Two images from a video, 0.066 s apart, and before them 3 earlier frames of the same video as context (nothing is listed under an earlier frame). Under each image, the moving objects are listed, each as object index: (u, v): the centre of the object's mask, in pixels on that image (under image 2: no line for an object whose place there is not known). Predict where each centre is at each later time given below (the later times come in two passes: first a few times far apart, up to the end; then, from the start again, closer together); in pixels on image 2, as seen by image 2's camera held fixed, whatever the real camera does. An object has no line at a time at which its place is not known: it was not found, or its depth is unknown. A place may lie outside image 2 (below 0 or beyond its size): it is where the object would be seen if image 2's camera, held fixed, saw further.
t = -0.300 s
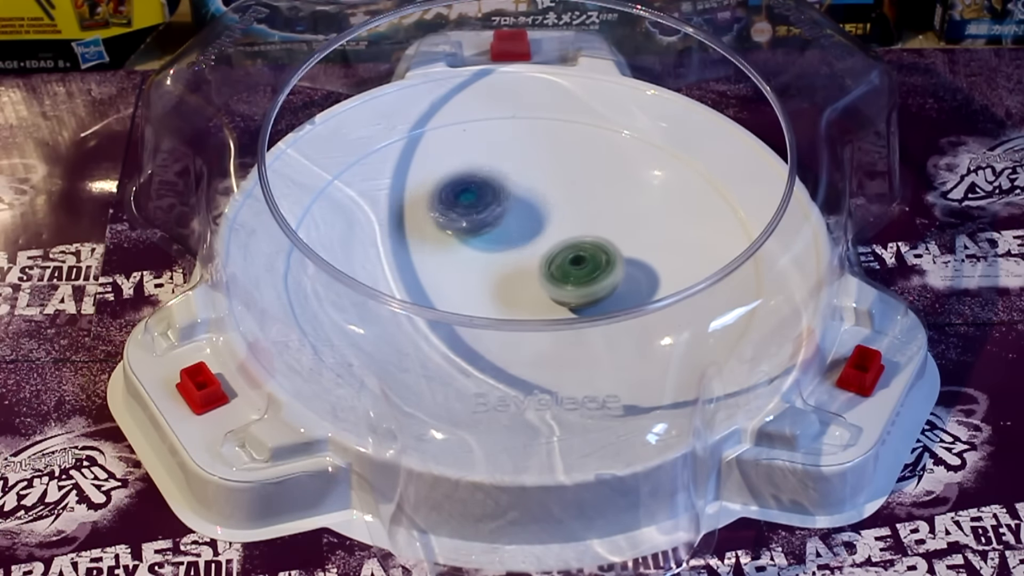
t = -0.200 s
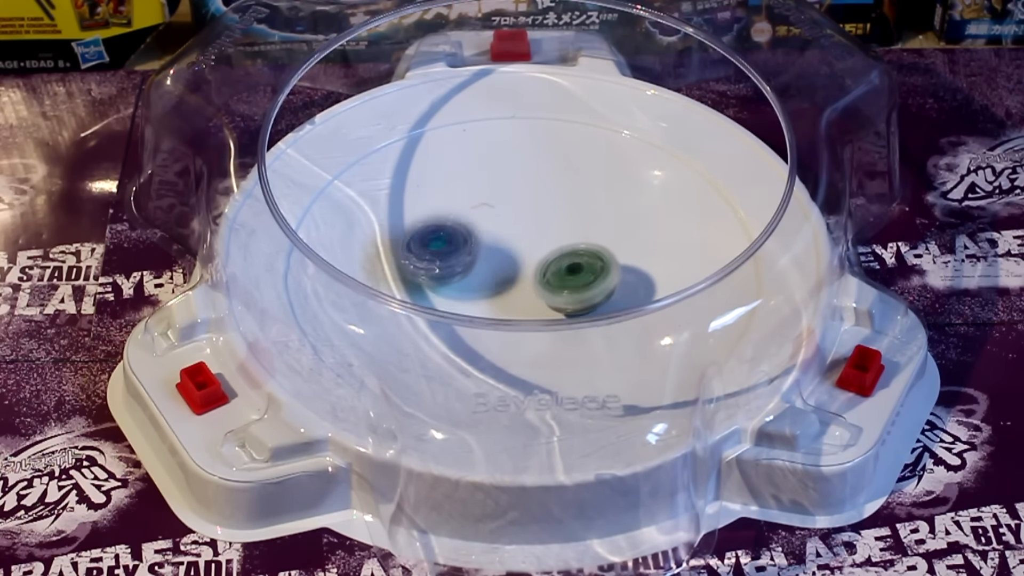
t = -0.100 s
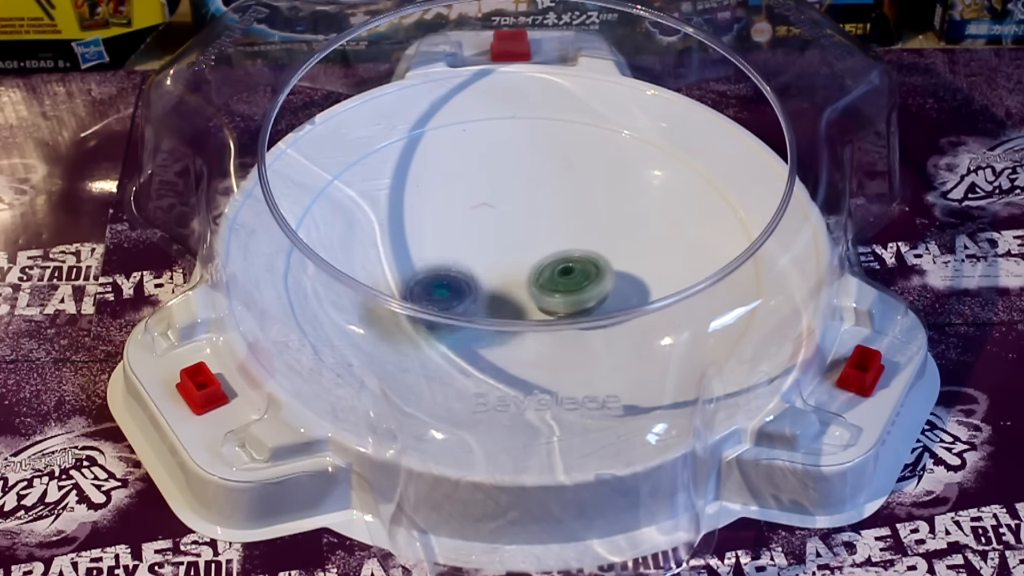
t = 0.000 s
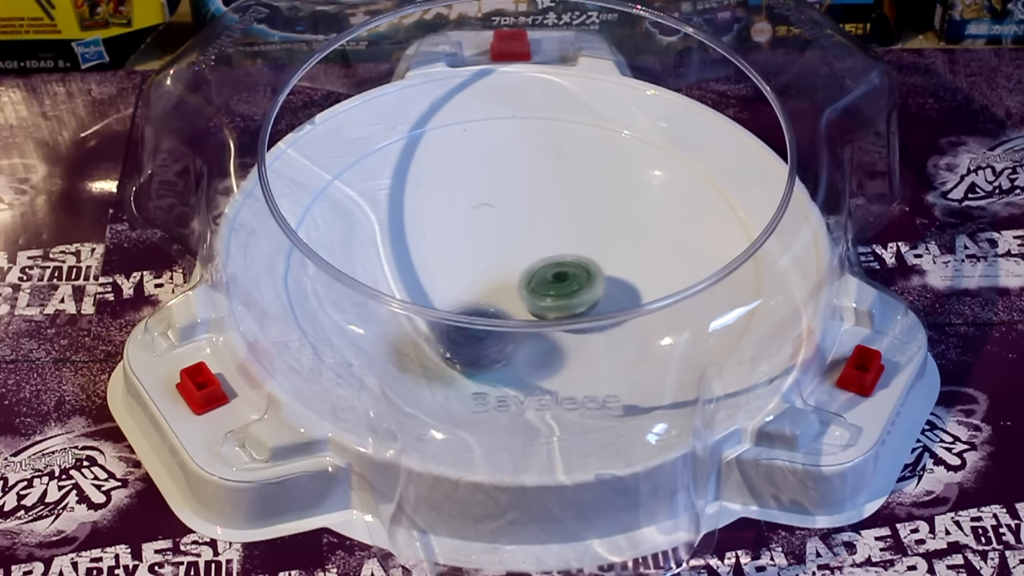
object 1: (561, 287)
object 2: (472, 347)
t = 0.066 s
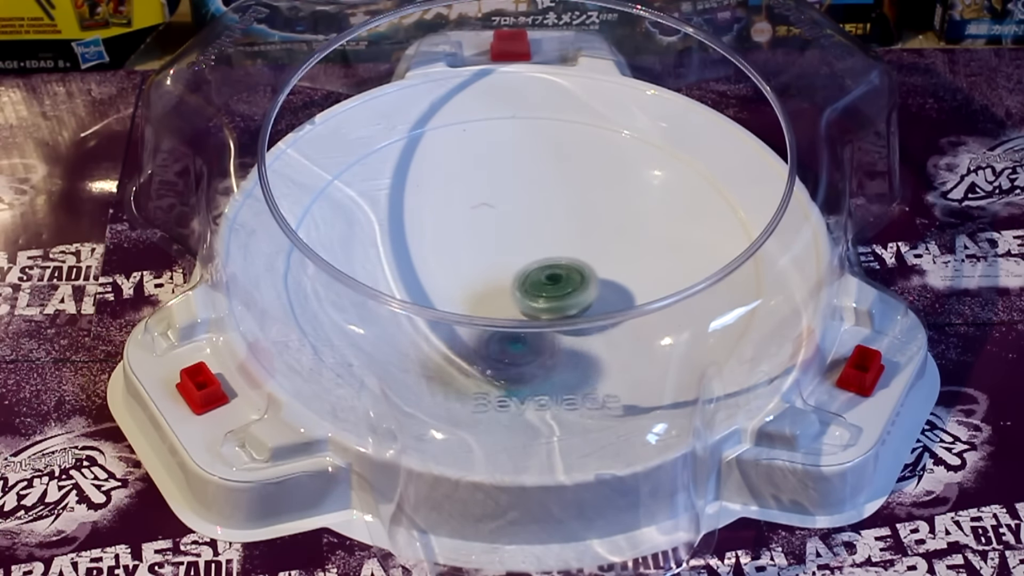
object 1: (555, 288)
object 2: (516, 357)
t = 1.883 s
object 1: (520, 254)
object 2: (588, 129)
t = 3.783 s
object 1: (635, 234)
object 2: (514, 212)
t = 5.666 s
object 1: (649, 212)
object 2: (415, 253)
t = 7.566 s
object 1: (536, 199)
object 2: (505, 350)
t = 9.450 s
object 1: (552, 288)
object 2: (481, 281)
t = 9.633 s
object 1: (548, 284)
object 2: (478, 272)
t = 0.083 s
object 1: (553, 289)
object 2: (528, 359)
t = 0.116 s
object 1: (548, 289)
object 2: (551, 361)
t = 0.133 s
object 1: (547, 290)
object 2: (563, 360)
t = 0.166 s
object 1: (542, 290)
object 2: (588, 358)
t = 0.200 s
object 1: (539, 290)
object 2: (612, 353)
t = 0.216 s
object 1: (537, 290)
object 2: (624, 349)
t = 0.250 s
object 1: (533, 290)
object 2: (642, 341)
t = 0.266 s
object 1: (531, 290)
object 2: (651, 335)
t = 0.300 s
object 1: (527, 289)
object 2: (663, 319)
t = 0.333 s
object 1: (523, 288)
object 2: (670, 307)
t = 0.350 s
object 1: (521, 288)
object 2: (668, 291)
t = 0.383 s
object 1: (518, 287)
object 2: (666, 271)
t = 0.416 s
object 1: (513, 286)
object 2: (663, 260)
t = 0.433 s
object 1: (512, 285)
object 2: (659, 253)
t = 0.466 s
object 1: (509, 284)
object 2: (647, 238)
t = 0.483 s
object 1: (507, 283)
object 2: (639, 232)
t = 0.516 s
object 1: (504, 281)
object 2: (623, 220)
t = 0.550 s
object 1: (501, 279)
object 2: (603, 210)
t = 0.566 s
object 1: (500, 278)
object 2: (594, 206)
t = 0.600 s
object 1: (498, 276)
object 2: (572, 199)
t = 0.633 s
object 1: (496, 274)
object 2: (548, 193)
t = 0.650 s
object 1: (495, 273)
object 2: (536, 191)
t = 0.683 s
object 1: (494, 271)
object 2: (515, 190)
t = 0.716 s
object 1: (493, 269)
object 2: (492, 190)
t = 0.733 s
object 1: (493, 268)
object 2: (482, 190)
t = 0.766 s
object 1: (492, 265)
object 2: (459, 194)
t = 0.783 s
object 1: (492, 264)
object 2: (449, 196)
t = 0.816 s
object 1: (492, 262)
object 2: (428, 203)
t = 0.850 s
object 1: (493, 259)
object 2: (413, 210)
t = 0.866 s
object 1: (493, 258)
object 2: (405, 215)
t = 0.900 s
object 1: (494, 255)
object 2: (392, 226)
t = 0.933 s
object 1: (495, 253)
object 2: (382, 239)
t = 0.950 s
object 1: (497, 252)
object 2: (379, 246)
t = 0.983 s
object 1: (499, 249)
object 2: (378, 259)
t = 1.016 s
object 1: (501, 248)
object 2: (384, 270)
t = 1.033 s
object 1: (503, 247)
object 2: (384, 281)
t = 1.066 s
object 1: (505, 245)
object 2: (394, 297)
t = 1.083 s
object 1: (507, 244)
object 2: (398, 312)
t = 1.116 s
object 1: (510, 242)
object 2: (419, 322)
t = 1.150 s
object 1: (513, 241)
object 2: (445, 332)
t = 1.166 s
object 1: (515, 240)
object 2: (457, 335)
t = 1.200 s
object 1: (519, 239)
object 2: (481, 339)
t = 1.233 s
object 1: (523, 238)
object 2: (510, 339)
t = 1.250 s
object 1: (524, 238)
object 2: (525, 339)
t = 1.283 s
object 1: (528, 237)
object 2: (550, 335)
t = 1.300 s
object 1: (530, 237)
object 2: (560, 331)
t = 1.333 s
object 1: (534, 236)
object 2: (584, 317)
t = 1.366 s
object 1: (538, 236)
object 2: (602, 307)
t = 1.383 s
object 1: (540, 236)
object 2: (612, 300)
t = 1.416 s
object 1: (544, 236)
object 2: (626, 285)
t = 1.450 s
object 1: (548, 237)
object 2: (639, 275)
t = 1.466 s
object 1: (551, 237)
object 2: (643, 269)
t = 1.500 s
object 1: (554, 237)
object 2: (648, 254)
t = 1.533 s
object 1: (558, 238)
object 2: (651, 237)
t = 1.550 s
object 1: (558, 238)
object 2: (655, 230)
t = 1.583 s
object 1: (546, 237)
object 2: (667, 215)
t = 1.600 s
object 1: (541, 237)
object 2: (671, 209)
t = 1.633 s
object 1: (532, 236)
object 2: (674, 197)
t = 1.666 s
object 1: (527, 237)
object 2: (673, 182)
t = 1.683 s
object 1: (526, 238)
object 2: (672, 176)
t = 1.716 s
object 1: (524, 240)
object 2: (666, 162)
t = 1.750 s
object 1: (523, 242)
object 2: (657, 150)
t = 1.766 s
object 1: (523, 244)
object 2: (651, 145)
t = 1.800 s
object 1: (522, 247)
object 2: (637, 136)
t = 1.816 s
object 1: (522, 248)
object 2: (628, 133)
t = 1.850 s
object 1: (521, 251)
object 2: (608, 129)
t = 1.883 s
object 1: (520, 254)
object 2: (588, 129)
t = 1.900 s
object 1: (520, 256)
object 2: (576, 131)
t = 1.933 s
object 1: (520, 259)
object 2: (557, 139)
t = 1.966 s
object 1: (520, 261)
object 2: (536, 148)
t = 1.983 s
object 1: (520, 263)
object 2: (526, 154)
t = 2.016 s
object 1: (520, 266)
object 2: (510, 168)
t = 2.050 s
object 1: (519, 268)
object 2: (496, 183)
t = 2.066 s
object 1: (520, 269)
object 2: (491, 192)
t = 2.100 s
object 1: (520, 271)
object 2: (482, 210)
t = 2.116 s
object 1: (522, 279)
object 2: (477, 212)
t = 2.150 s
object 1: (530, 291)
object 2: (465, 211)
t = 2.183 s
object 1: (538, 298)
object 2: (456, 215)
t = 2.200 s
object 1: (540, 312)
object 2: (452, 218)
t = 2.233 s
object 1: (543, 320)
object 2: (446, 228)
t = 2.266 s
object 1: (547, 331)
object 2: (441, 240)
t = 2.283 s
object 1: (548, 331)
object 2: (438, 248)
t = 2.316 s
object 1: (551, 331)
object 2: (438, 263)
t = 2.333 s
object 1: (552, 332)
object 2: (439, 270)
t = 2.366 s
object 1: (554, 334)
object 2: (446, 283)
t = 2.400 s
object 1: (556, 335)
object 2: (459, 291)
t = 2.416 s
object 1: (557, 336)
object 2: (463, 301)
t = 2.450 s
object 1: (569, 340)
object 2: (465, 305)
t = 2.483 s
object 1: (586, 350)
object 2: (465, 305)
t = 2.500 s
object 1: (591, 350)
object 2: (465, 306)
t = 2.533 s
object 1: (597, 350)
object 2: (470, 307)
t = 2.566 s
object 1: (602, 350)
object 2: (478, 308)
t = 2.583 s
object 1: (603, 350)
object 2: (487, 300)
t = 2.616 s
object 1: (604, 349)
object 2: (500, 300)
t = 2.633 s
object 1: (605, 349)
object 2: (506, 299)
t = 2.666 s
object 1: (606, 348)
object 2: (517, 295)
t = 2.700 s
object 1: (608, 347)
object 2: (525, 288)
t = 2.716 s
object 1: (608, 347)
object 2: (528, 284)
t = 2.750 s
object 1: (608, 346)
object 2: (530, 272)
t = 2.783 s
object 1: (607, 344)
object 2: (529, 260)
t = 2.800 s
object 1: (607, 344)
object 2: (526, 254)
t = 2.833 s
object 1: (603, 335)
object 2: (521, 244)
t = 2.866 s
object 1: (601, 331)
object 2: (513, 234)
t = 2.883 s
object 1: (599, 329)
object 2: (507, 230)
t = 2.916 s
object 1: (596, 327)
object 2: (494, 223)
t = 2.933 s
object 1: (593, 316)
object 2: (487, 220)
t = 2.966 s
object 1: (591, 315)
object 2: (473, 218)
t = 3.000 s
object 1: (586, 309)
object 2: (459, 219)
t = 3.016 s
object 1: (583, 306)
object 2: (453, 222)
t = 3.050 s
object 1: (577, 296)
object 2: (447, 228)
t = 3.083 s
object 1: (573, 293)
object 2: (444, 238)
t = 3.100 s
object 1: (571, 292)
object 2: (445, 243)
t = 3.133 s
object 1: (568, 288)
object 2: (453, 253)
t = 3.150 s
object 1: (566, 286)
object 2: (459, 258)
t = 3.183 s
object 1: (565, 283)
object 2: (470, 263)
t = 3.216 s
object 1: (583, 284)
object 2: (464, 260)
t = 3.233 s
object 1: (592, 283)
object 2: (461, 258)
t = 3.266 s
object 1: (606, 281)
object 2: (451, 254)
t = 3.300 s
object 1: (615, 278)
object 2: (443, 252)
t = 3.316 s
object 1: (618, 277)
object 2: (439, 251)
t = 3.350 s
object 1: (621, 275)
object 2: (434, 250)
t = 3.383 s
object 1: (623, 271)
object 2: (433, 251)
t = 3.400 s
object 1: (623, 268)
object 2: (433, 252)
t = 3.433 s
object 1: (624, 264)
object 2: (434, 253)
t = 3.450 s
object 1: (625, 261)
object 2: (436, 254)
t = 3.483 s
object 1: (625, 256)
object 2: (443, 256)
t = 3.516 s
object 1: (625, 252)
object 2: (451, 257)
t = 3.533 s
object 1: (625, 250)
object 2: (456, 257)
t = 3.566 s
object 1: (626, 246)
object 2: (469, 257)
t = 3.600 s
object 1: (625, 242)
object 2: (482, 254)
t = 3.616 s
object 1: (625, 240)
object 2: (488, 253)
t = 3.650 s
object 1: (624, 237)
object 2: (500, 247)
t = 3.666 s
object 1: (624, 236)
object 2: (506, 245)
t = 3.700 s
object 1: (621, 234)
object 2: (517, 237)
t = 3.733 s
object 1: (620, 233)
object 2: (525, 230)
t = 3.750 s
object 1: (624, 233)
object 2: (525, 224)
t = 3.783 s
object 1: (635, 234)
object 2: (514, 212)
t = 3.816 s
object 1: (640, 235)
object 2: (504, 203)
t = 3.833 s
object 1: (641, 235)
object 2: (497, 200)
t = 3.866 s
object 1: (643, 235)
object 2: (484, 196)
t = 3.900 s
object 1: (644, 235)
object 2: (471, 194)
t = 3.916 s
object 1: (644, 235)
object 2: (464, 195)
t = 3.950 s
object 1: (643, 236)
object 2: (452, 199)
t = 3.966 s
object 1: (643, 236)
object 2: (448, 203)
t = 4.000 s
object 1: (641, 237)
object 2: (444, 212)
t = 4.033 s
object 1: (640, 238)
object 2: (445, 223)
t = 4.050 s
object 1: (639, 239)
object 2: (448, 230)
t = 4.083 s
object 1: (636, 241)
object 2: (457, 240)
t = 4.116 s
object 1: (633, 243)
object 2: (470, 249)
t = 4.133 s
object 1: (631, 245)
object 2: (475, 253)
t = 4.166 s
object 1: (626, 247)
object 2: (491, 259)
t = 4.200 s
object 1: (621, 250)
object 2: (508, 265)
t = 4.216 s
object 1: (619, 252)
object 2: (515, 267)
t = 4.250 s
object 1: (624, 253)
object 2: (520, 268)
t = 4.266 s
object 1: (631, 253)
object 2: (517, 270)
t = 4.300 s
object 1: (641, 254)
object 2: (516, 273)
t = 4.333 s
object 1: (644, 255)
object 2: (515, 276)
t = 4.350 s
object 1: (644, 256)
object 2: (516, 277)
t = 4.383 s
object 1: (641, 257)
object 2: (519, 278)
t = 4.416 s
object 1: (637, 258)
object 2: (522, 280)
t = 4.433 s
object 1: (635, 259)
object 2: (524, 281)
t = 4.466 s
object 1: (630, 260)
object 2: (528, 281)
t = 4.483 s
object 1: (627, 260)
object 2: (529, 281)
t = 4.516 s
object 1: (627, 260)
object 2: (527, 281)
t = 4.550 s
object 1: (627, 260)
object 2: (521, 280)
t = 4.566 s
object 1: (626, 260)
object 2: (518, 280)
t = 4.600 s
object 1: (622, 261)
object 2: (514, 281)
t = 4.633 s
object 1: (618, 261)
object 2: (510, 282)
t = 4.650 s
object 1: (615, 261)
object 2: (509, 282)
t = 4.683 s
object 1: (609, 262)
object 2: (507, 283)
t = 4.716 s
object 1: (603, 261)
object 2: (505, 283)
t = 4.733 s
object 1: (600, 261)
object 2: (504, 283)
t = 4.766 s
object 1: (596, 261)
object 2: (500, 283)
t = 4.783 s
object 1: (603, 260)
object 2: (491, 281)
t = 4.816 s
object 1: (618, 257)
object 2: (470, 282)
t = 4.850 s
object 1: (628, 255)
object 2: (450, 283)
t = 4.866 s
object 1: (631, 254)
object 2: (447, 284)
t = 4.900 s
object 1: (632, 253)
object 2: (436, 284)
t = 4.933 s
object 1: (631, 251)
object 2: (426, 285)
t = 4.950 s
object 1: (630, 250)
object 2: (423, 285)
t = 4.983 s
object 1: (628, 248)
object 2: (412, 292)
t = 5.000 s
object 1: (626, 247)
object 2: (408, 295)
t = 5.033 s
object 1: (623, 245)
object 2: (405, 301)
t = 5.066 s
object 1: (621, 243)
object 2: (408, 302)
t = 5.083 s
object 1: (619, 242)
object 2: (413, 303)
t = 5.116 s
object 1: (616, 241)
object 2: (420, 307)
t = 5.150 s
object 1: (612, 240)
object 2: (435, 306)
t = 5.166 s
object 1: (610, 240)
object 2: (440, 305)
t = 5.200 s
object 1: (606, 239)
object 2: (455, 295)
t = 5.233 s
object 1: (602, 238)
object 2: (467, 292)
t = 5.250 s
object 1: (599, 238)
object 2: (473, 290)
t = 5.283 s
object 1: (595, 238)
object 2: (483, 286)
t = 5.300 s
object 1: (593, 237)
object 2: (487, 284)
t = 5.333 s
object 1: (589, 237)
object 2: (498, 277)
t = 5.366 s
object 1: (587, 237)
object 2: (501, 270)
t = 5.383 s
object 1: (601, 233)
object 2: (491, 269)
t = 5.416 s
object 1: (626, 226)
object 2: (469, 265)
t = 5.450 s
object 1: (641, 222)
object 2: (451, 261)
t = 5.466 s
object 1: (647, 220)
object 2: (446, 259)
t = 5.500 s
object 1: (653, 218)
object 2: (433, 254)
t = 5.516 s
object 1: (654, 218)
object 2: (429, 253)
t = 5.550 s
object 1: (654, 216)
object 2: (421, 252)
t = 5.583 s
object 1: (653, 214)
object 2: (415, 251)
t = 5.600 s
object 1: (653, 213)
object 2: (414, 251)
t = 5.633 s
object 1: (651, 212)
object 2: (413, 252)
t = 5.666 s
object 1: (649, 212)
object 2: (415, 253)
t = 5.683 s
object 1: (648, 212)
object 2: (416, 254)
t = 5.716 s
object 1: (645, 213)
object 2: (422, 254)
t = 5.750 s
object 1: (642, 214)
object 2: (431, 255)
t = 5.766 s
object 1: (641, 214)
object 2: (434, 256)
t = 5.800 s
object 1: (638, 216)
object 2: (447, 256)
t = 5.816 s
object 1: (635, 216)
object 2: (454, 255)
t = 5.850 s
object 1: (631, 219)
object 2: (467, 254)
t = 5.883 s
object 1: (627, 222)
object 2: (478, 253)
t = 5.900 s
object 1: (624, 223)
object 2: (485, 251)
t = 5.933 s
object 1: (619, 226)
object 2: (498, 249)
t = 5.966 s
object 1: (613, 230)
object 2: (511, 248)
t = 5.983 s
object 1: (610, 231)
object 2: (515, 247)
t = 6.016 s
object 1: (617, 233)
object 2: (510, 242)
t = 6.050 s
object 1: (637, 237)
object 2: (495, 237)
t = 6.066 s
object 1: (643, 240)
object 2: (488, 236)
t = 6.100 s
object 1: (647, 244)
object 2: (478, 233)
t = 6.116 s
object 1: (647, 245)
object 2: (473, 232)
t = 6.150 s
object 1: (645, 248)
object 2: (463, 231)
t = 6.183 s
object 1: (643, 250)
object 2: (456, 232)
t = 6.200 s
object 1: (641, 251)
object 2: (452, 233)
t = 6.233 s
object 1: (638, 252)
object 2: (447, 236)
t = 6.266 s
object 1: (634, 255)
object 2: (445, 240)
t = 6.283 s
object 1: (631, 256)
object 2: (447, 242)
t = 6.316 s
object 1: (626, 258)
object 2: (451, 248)
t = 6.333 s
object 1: (623, 259)
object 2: (455, 251)
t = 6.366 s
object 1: (616, 260)
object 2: (463, 255)
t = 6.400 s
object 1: (610, 262)
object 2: (473, 259)
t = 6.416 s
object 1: (607, 262)
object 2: (478, 260)
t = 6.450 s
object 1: (599, 263)
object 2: (490, 262)
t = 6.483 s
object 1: (593, 263)
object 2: (500, 264)
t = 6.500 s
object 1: (596, 264)
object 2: (501, 264)
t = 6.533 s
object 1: (637, 271)
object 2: (462, 248)
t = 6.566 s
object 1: (666, 270)
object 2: (430, 236)
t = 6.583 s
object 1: (683, 275)
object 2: (419, 230)
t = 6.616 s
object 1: (701, 280)
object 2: (399, 220)
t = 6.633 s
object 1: (711, 288)
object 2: (390, 216)
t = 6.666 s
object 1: (713, 287)
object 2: (384, 211)
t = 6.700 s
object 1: (714, 287)
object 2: (383, 209)
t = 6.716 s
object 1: (714, 286)
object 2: (383, 208)
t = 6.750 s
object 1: (713, 287)
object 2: (383, 206)
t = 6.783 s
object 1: (710, 289)
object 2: (386, 206)
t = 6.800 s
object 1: (709, 290)
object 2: (389, 205)
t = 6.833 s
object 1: (700, 281)
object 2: (394, 204)
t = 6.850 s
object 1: (698, 282)
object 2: (397, 204)
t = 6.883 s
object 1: (693, 283)
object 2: (404, 205)
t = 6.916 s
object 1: (686, 281)
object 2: (410, 207)
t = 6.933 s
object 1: (683, 280)
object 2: (414, 209)
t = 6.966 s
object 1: (672, 275)
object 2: (420, 216)
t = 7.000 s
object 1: (665, 275)
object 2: (427, 219)
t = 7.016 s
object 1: (661, 275)
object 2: (431, 222)
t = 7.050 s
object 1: (651, 276)
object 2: (440, 228)
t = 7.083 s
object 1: (638, 276)
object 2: (446, 235)
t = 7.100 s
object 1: (631, 275)
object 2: (449, 239)
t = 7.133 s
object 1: (616, 271)
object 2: (455, 244)
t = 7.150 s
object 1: (607, 269)
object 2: (458, 248)
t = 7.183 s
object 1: (590, 263)
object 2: (464, 254)
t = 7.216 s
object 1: (576, 258)
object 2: (473, 263)
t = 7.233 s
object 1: (568, 255)
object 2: (476, 268)
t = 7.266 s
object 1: (555, 247)
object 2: (487, 277)
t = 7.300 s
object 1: (550, 238)
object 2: (490, 283)
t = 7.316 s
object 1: (548, 234)
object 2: (493, 288)
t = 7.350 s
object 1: (544, 226)
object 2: (497, 306)
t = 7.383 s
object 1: (540, 218)
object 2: (499, 319)
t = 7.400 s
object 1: (538, 215)
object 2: (503, 321)
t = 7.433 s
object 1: (536, 209)
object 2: (504, 333)
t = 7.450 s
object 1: (534, 207)
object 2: (505, 336)
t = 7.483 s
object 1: (534, 203)
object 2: (509, 341)
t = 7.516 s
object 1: (535, 201)
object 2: (510, 345)
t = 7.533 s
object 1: (536, 200)
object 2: (507, 351)
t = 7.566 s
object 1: (536, 199)
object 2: (505, 350)
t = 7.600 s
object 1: (537, 198)
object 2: (502, 348)
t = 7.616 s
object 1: (538, 198)
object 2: (502, 346)
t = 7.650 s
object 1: (538, 198)
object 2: (506, 341)
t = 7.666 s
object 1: (538, 198)
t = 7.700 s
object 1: (539, 199)
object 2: (518, 332)
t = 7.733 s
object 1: (541, 201)
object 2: (521, 331)
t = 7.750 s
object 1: (541, 202)
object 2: (520, 321)
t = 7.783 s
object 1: (542, 204)
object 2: (517, 316)
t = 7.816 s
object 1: (542, 207)
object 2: (518, 311)
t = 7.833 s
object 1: (542, 209)
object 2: (513, 303)
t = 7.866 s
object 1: (542, 213)
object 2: (516, 299)
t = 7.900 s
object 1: (541, 218)
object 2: (516, 293)
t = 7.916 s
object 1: (541, 220)
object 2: (511, 287)
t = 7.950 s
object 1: (540, 228)
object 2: (502, 276)
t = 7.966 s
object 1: (540, 230)
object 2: (499, 272)
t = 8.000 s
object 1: (549, 230)
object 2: (482, 265)
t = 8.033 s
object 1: (558, 230)
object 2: (465, 259)
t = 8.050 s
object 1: (561, 230)
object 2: (457, 256)
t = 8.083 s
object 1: (562, 233)
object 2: (444, 250)
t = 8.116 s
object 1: (561, 236)
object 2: (427, 247)
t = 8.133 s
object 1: (561, 237)
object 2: (419, 246)
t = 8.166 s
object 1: (560, 239)
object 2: (412, 247)
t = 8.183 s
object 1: (559, 240)
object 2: (409, 247)
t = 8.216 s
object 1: (558, 241)
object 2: (404, 250)
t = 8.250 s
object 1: (556, 243)
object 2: (402, 252)
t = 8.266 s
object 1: (555, 244)
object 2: (401, 254)
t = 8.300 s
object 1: (552, 246)
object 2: (401, 255)
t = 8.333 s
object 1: (550, 247)
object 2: (401, 257)
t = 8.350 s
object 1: (547, 248)
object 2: (401, 257)
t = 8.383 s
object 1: (545, 248)
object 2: (402, 258)
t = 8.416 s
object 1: (541, 248)
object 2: (403, 259)
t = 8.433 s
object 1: (540, 248)
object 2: (403, 259)
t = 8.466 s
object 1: (536, 248)
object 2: (403, 259)
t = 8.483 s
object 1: (535, 248)
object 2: (403, 260)
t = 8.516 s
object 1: (532, 248)
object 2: (404, 259)
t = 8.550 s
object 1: (530, 246)
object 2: (404, 259)
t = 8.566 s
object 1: (529, 246)
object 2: (404, 259)
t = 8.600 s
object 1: (527, 245)
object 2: (405, 258)
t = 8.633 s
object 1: (525, 244)
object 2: (406, 257)
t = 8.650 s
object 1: (525, 243)
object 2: (407, 256)
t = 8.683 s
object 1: (523, 242)
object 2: (408, 254)
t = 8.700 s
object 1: (523, 241)
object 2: (410, 253)
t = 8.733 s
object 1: (522, 240)
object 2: (413, 251)
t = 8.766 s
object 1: (523, 239)
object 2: (417, 249)
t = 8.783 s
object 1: (523, 239)
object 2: (420, 248)
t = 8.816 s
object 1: (523, 238)
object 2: (428, 247)
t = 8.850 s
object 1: (527, 239)
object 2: (436, 247)
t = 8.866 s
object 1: (535, 240)
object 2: (432, 248)
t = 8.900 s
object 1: (549, 242)
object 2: (428, 249)
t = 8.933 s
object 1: (558, 244)
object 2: (426, 250)
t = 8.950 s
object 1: (562, 245)
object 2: (426, 250)
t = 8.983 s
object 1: (569, 247)
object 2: (427, 250)
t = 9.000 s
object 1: (572, 248)
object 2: (428, 250)
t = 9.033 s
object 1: (577, 251)
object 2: (431, 249)
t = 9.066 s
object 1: (581, 254)
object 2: (436, 248)
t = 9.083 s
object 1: (583, 256)
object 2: (439, 248)
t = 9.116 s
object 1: (585, 260)
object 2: (447, 248)
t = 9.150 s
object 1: (586, 264)
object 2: (457, 250)
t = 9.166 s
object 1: (586, 267)
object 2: (461, 252)
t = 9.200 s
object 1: (586, 271)
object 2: (473, 260)
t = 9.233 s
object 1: (583, 275)
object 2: (479, 265)
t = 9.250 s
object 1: (582, 277)
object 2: (482, 269)
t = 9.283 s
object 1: (578, 281)
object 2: (485, 274)
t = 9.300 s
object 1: (575, 282)
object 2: (486, 277)
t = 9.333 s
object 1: (570, 284)
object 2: (487, 280)
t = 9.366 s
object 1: (564, 286)
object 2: (484, 282)
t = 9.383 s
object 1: (562, 287)
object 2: (483, 282)
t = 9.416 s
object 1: (557, 288)
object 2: (482, 282)
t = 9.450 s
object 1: (552, 288)
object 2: (481, 281)
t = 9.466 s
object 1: (549, 288)
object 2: (481, 280)
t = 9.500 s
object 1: (547, 286)
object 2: (480, 279)
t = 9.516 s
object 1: (547, 286)
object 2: (480, 278)
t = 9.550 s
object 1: (547, 285)
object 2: (479, 275)
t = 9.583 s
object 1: (547, 285)
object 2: (478, 273)
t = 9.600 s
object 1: (548, 285)
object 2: (478, 273)
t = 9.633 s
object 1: (548, 284)
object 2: (478, 272)
